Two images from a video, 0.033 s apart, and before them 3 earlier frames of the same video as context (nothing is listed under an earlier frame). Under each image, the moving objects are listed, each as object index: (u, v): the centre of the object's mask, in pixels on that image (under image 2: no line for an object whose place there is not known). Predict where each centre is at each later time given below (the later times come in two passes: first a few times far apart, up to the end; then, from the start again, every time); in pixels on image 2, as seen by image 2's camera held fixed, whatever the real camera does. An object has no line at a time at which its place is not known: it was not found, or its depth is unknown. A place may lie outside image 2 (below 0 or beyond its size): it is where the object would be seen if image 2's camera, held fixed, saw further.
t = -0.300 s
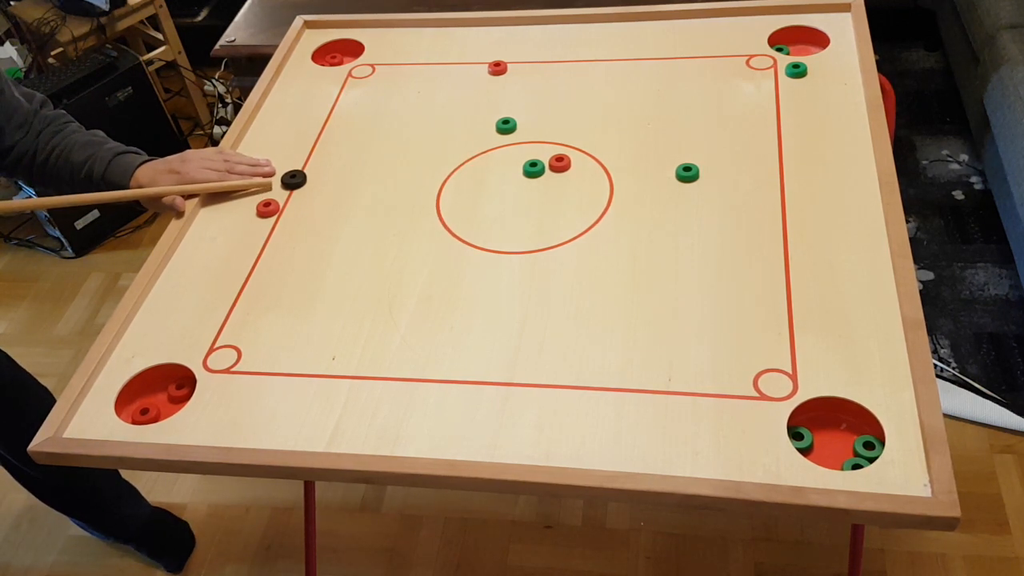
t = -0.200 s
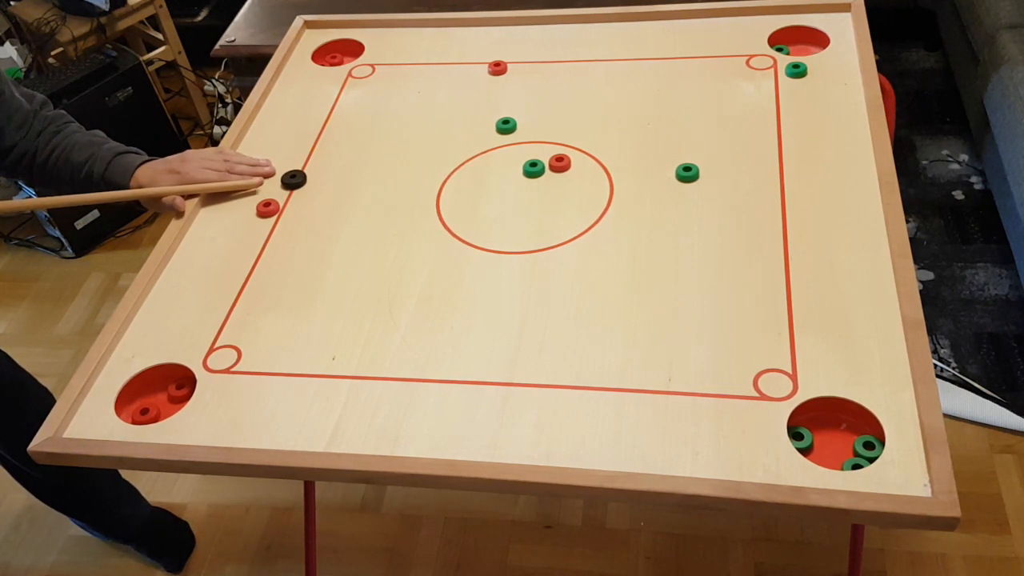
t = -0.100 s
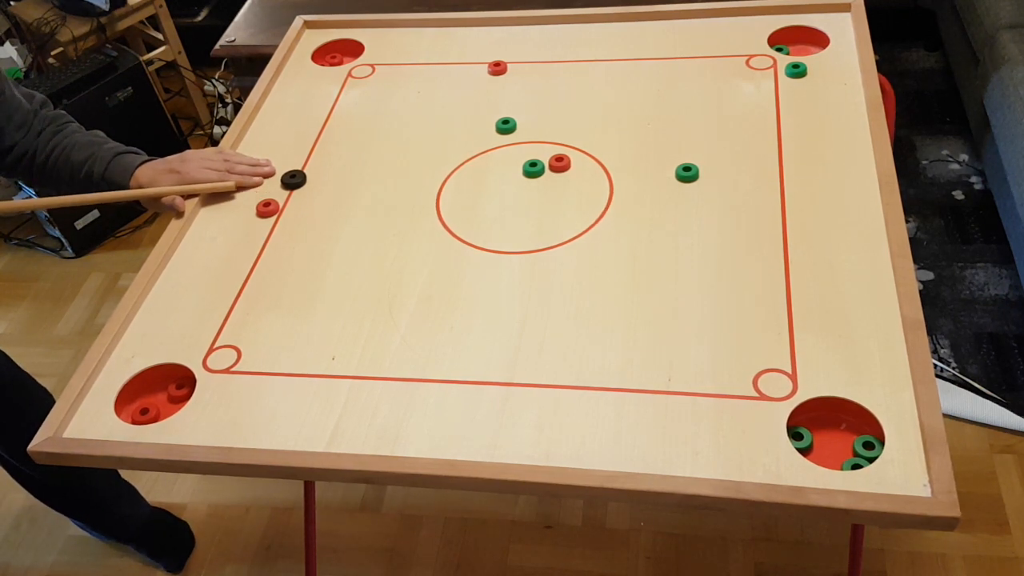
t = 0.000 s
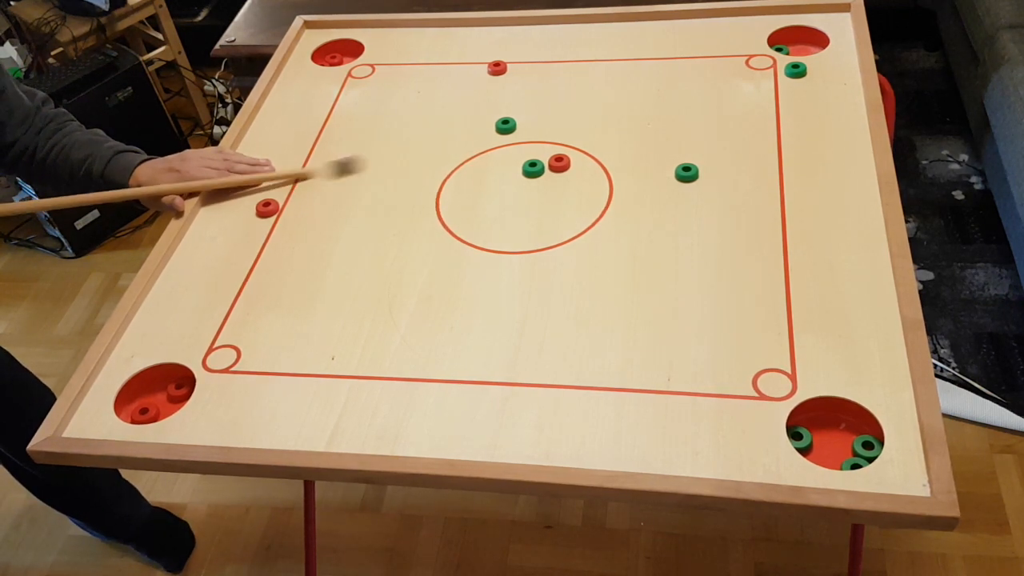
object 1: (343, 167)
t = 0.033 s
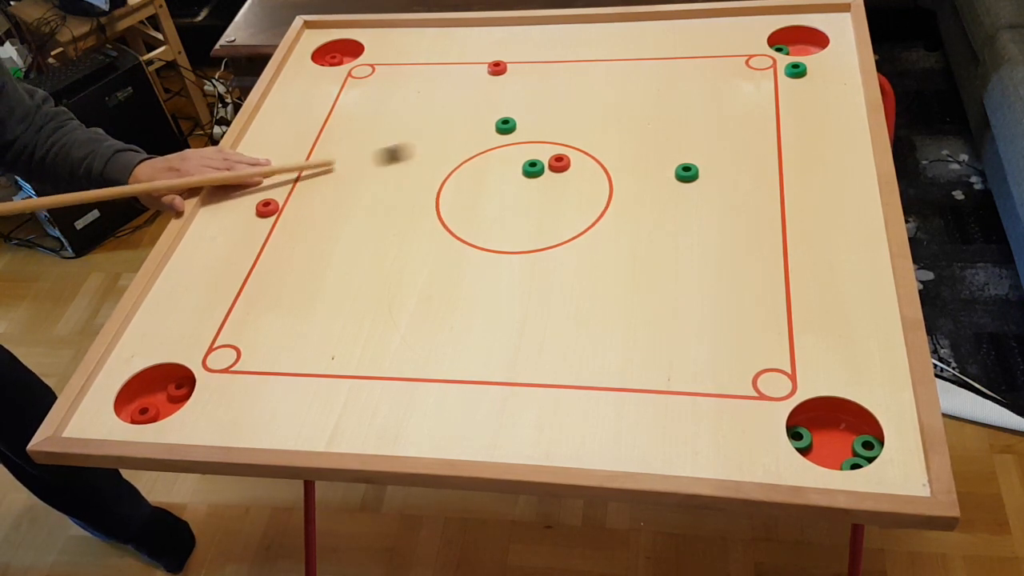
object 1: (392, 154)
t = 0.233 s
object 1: (513, 123)
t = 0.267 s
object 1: (516, 122)
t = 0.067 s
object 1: (439, 142)
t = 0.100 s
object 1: (483, 131)
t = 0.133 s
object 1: (492, 129)
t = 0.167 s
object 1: (500, 126)
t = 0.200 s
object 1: (507, 124)
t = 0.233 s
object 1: (513, 123)
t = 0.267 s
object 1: (516, 122)
